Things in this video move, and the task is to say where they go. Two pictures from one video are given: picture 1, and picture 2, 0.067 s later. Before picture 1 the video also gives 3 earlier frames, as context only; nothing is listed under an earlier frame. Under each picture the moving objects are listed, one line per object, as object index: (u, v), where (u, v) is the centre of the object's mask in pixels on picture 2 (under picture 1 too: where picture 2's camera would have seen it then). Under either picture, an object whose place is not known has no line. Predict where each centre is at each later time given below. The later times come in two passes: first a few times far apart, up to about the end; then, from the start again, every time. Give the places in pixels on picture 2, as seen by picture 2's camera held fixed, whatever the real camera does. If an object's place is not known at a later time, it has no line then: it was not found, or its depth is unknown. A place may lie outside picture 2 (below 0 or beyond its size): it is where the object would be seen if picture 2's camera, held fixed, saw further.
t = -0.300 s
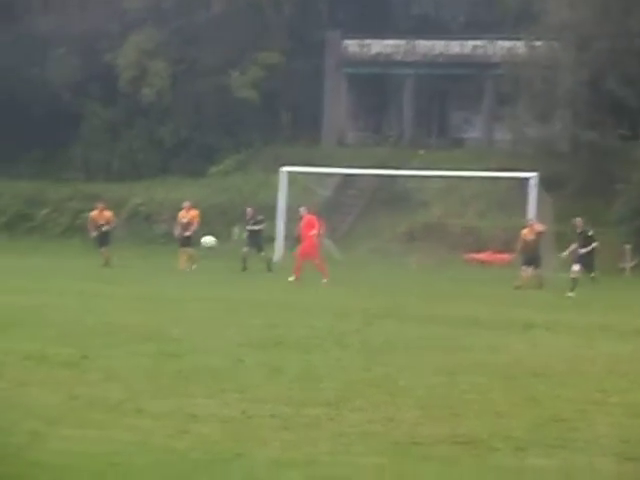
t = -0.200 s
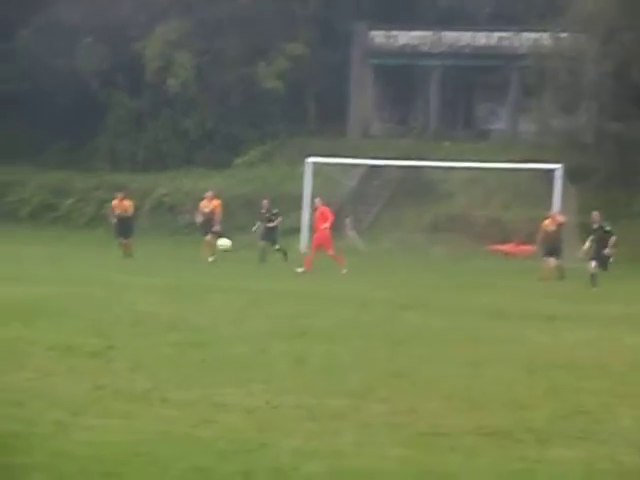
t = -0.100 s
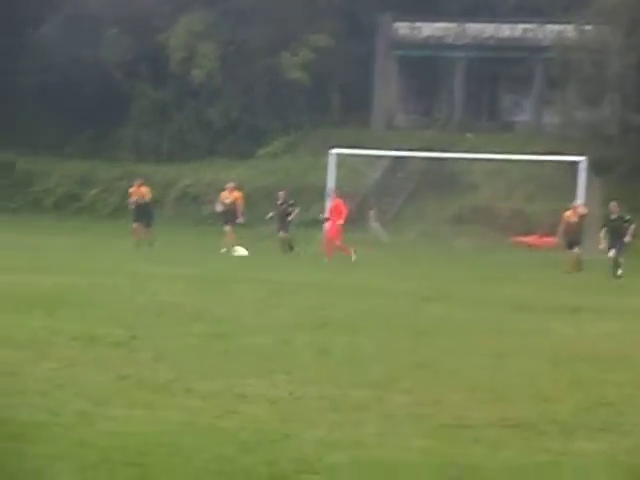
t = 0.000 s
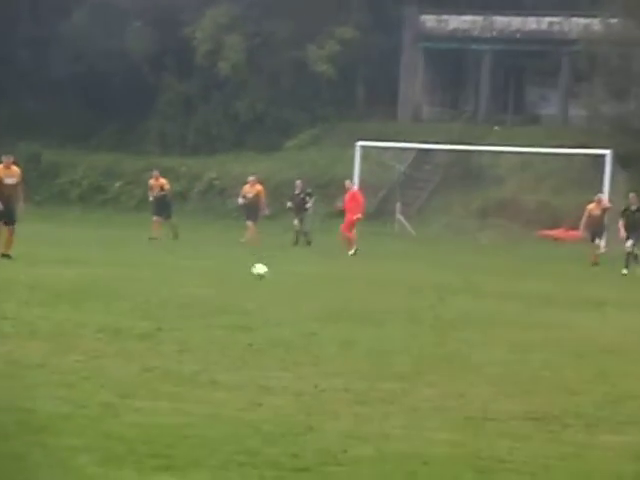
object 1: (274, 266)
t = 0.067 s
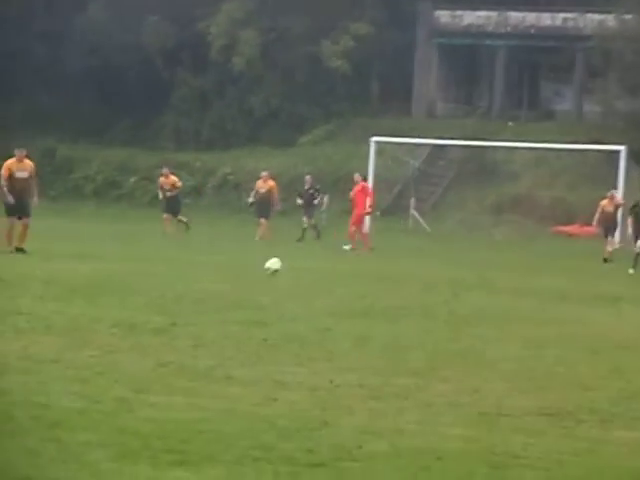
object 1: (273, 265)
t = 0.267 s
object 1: (273, 258)
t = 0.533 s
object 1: (282, 292)
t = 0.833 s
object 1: (299, 305)
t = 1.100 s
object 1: (314, 309)
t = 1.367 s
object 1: (326, 315)
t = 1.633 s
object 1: (339, 319)
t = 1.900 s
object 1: (352, 325)
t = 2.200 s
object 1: (361, 330)
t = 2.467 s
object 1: (366, 334)
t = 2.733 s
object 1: (362, 334)
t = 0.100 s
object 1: (272, 262)
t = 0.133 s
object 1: (272, 260)
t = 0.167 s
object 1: (272, 258)
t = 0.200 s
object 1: (272, 258)
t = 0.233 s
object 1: (273, 257)
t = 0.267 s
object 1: (273, 258)
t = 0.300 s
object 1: (273, 259)
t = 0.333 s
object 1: (275, 261)
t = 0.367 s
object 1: (275, 264)
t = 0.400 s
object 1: (276, 269)
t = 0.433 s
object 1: (277, 274)
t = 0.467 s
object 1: (279, 280)
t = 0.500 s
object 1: (280, 287)
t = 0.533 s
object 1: (282, 292)
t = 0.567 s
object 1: (283, 293)
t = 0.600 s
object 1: (285, 292)
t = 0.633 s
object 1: (287, 290)
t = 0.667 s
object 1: (288, 291)
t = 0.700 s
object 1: (290, 292)
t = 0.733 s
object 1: (292, 294)
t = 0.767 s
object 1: (294, 298)
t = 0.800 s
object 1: (296, 301)
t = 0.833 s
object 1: (299, 305)
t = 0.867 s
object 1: (300, 305)
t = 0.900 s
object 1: (303, 305)
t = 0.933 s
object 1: (305, 306)
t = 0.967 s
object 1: (307, 306)
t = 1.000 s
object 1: (309, 307)
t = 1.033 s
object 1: (310, 309)
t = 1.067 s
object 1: (313, 310)
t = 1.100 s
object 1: (314, 309)
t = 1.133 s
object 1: (316, 308)
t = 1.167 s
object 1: (317, 308)
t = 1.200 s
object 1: (318, 309)
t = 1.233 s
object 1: (319, 311)
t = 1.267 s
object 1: (321, 312)
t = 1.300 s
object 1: (322, 313)
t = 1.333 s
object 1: (324, 314)
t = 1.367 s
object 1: (326, 315)
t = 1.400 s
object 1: (328, 315)
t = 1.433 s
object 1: (329, 316)
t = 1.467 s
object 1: (331, 317)
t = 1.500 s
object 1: (333, 318)
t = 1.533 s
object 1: (335, 318)
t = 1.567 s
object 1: (337, 319)
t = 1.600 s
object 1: (338, 319)
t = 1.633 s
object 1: (339, 319)
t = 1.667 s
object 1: (342, 320)
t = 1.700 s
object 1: (343, 322)
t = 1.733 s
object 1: (345, 322)
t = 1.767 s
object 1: (346, 322)
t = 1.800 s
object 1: (348, 324)
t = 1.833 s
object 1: (348, 324)
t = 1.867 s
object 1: (350, 325)
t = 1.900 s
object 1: (352, 325)
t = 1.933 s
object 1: (353, 326)
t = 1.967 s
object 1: (355, 326)
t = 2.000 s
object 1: (355, 327)
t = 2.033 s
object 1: (357, 328)
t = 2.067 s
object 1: (358, 330)
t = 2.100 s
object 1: (360, 330)
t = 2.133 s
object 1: (360, 329)
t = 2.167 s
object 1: (361, 329)
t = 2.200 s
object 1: (361, 330)
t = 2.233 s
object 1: (362, 330)
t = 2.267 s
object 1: (363, 331)
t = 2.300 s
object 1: (364, 332)
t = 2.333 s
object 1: (364, 333)
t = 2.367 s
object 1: (364, 333)
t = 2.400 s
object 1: (365, 333)
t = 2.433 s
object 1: (365, 333)
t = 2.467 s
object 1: (366, 334)
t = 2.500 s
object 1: (365, 335)
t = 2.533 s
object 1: (366, 335)
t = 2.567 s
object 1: (366, 335)
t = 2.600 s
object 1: (366, 335)
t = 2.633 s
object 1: (365, 334)
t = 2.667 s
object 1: (364, 335)
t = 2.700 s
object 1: (363, 335)
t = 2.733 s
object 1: (362, 334)
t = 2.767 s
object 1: (361, 335)
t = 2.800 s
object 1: (361, 336)
